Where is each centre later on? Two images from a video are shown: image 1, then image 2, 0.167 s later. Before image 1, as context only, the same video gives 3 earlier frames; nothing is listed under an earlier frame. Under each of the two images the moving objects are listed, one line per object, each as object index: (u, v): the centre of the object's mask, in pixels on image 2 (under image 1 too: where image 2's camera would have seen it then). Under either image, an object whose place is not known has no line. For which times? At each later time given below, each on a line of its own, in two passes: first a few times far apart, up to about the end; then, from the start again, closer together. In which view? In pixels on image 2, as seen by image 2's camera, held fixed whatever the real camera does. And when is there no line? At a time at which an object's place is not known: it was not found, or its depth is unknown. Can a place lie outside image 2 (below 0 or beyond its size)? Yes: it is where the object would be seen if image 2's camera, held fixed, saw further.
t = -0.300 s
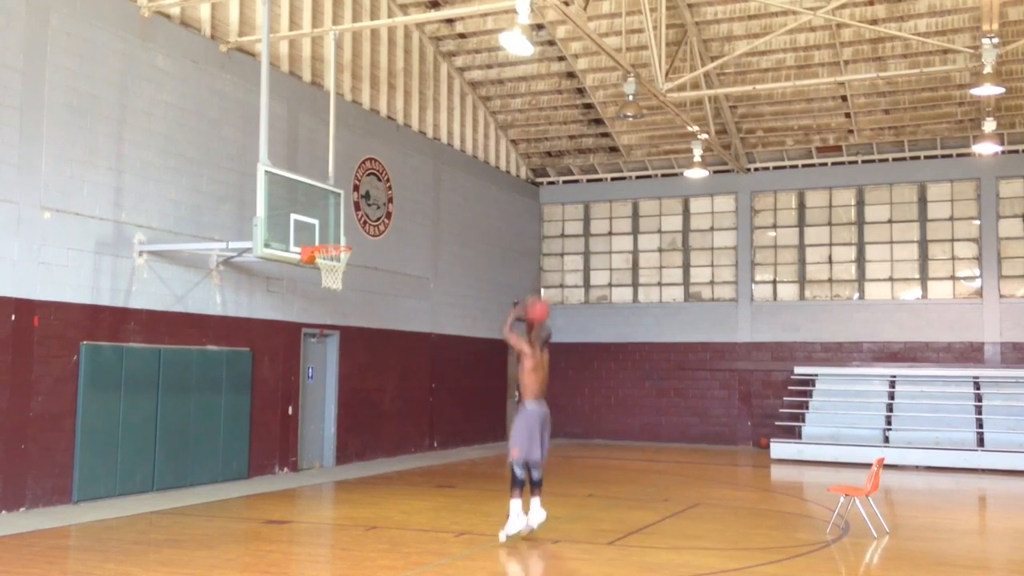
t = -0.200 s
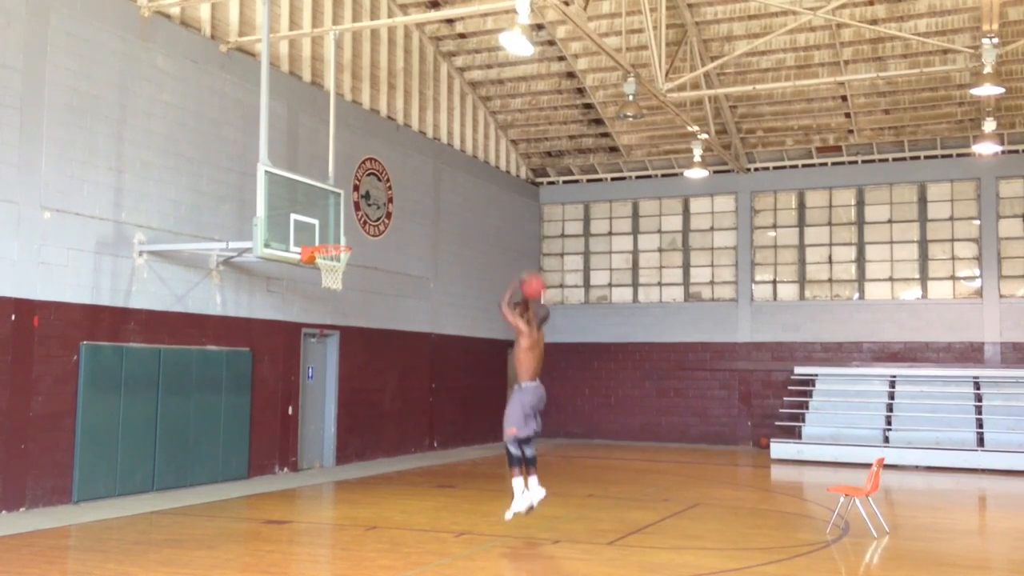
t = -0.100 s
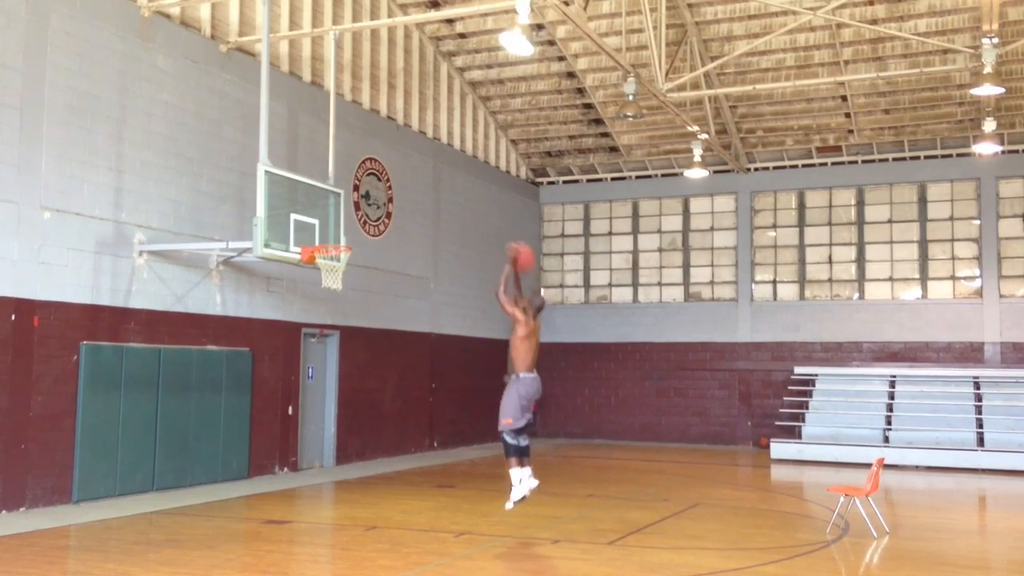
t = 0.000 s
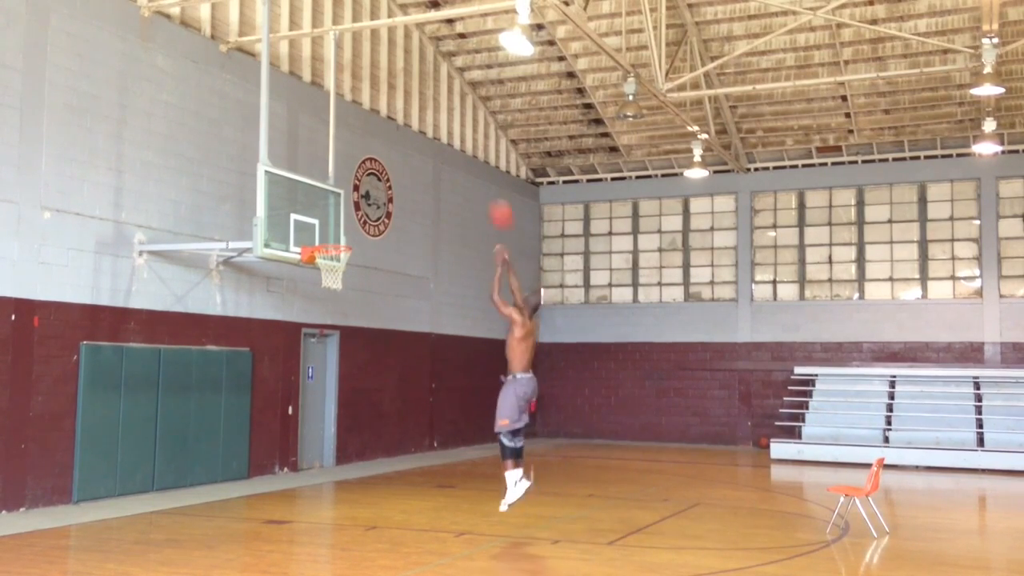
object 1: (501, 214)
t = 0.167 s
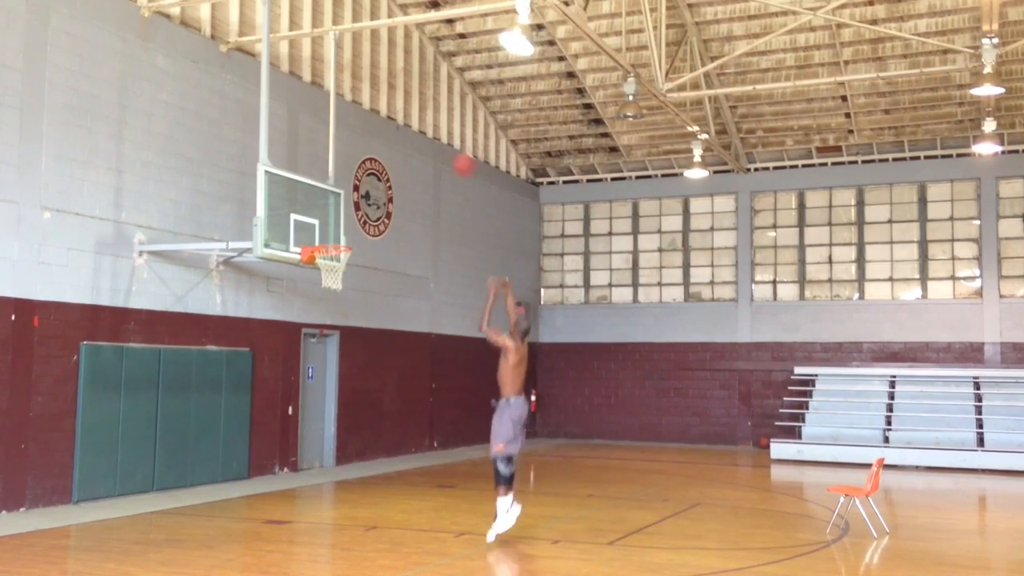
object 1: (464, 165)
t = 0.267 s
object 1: (443, 147)
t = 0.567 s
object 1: (387, 150)
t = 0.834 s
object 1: (341, 214)
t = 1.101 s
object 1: (341, 241)
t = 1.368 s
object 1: (328, 242)
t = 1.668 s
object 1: (342, 274)
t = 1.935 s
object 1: (333, 327)
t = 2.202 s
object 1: (321, 443)
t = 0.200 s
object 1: (456, 157)
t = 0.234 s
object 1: (450, 152)
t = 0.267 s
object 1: (443, 147)
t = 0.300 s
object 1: (436, 144)
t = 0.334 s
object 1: (429, 142)
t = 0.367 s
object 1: (423, 141)
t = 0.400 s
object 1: (416, 140)
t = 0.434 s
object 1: (410, 140)
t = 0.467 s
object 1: (405, 140)
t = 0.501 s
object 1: (399, 143)
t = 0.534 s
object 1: (392, 146)
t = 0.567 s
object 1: (387, 150)
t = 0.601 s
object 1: (381, 155)
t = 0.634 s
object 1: (375, 160)
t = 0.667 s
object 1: (369, 168)
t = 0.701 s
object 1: (363, 175)
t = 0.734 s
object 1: (358, 183)
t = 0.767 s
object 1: (353, 193)
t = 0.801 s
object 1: (348, 203)
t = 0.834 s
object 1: (341, 214)
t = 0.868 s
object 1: (336, 226)
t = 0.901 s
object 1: (331, 236)
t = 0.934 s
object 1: (329, 238)
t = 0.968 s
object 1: (326, 240)
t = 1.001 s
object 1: (326, 242)
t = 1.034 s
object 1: (330, 241)
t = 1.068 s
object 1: (341, 242)
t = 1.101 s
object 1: (341, 241)
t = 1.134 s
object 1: (336, 240)
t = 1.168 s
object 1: (332, 239)
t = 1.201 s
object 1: (329, 240)
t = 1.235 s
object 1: (328, 240)
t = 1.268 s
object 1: (327, 240)
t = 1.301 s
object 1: (325, 240)
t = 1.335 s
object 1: (326, 241)
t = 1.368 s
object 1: (328, 242)
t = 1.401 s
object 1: (330, 246)
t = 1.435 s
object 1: (333, 248)
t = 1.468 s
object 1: (335, 252)
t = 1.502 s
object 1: (343, 256)
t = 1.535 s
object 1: (342, 260)
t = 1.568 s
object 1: (346, 262)
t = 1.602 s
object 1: (345, 267)
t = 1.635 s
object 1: (343, 271)
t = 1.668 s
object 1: (342, 274)
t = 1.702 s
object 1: (341, 280)
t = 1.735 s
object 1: (340, 283)
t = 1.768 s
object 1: (339, 287)
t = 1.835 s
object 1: (337, 300)
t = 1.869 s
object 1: (336, 308)
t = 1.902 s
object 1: (335, 317)
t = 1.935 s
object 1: (333, 327)
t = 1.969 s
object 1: (331, 337)
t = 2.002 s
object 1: (330, 348)
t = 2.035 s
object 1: (329, 362)
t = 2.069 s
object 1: (328, 377)
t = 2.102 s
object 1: (326, 391)
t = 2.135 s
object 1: (325, 407)
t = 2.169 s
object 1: (323, 423)
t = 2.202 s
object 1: (321, 443)
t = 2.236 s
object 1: (320, 461)
